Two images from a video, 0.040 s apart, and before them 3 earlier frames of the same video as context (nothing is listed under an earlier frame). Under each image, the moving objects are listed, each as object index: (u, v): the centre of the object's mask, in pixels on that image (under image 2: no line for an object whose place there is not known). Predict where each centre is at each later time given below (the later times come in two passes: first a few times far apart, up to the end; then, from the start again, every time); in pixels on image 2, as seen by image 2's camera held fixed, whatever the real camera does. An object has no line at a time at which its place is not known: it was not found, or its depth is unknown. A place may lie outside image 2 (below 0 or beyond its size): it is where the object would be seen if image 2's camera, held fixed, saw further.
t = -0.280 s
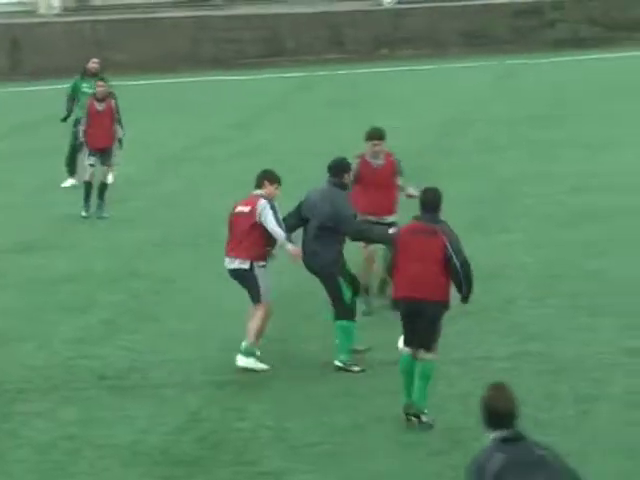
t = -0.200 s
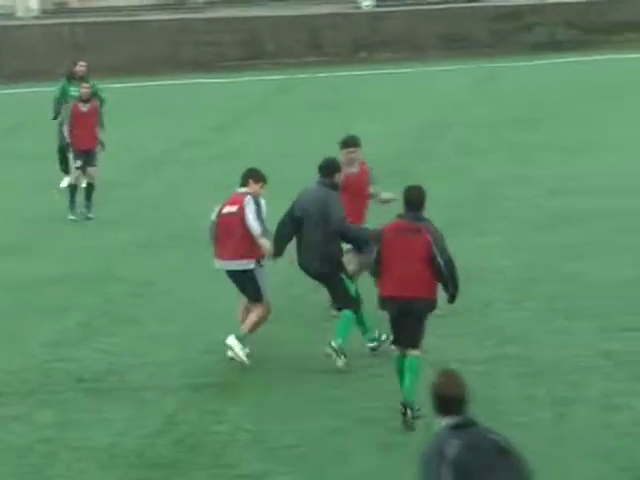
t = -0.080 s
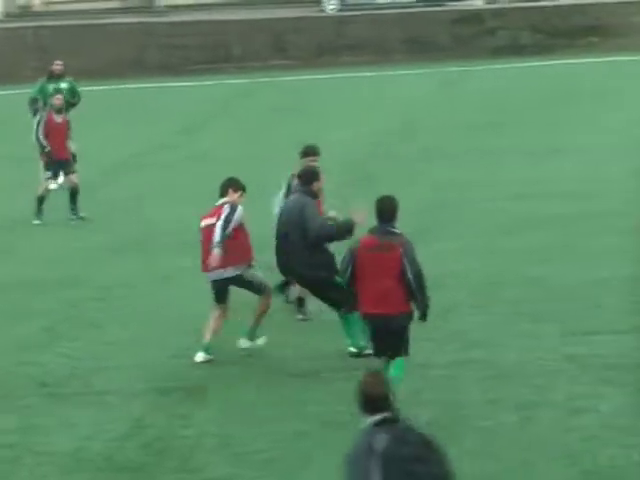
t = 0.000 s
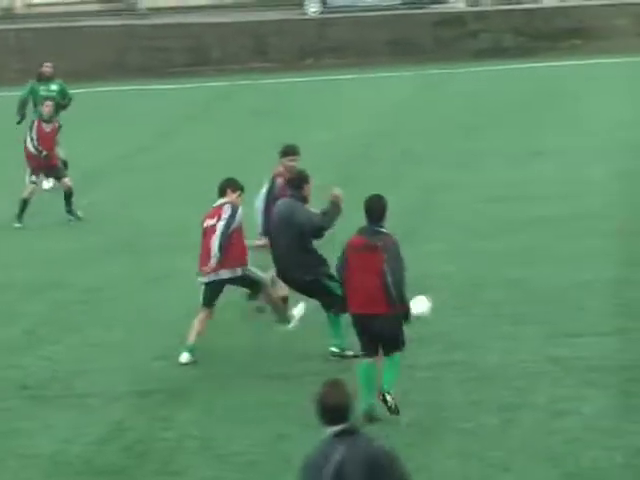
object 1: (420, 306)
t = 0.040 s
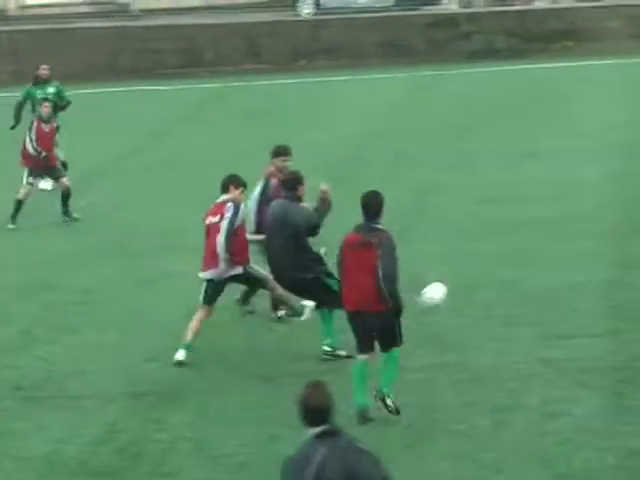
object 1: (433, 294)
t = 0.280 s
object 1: (551, 250)
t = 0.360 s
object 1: (583, 249)
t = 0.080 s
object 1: (456, 281)
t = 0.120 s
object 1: (477, 271)
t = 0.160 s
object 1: (496, 263)
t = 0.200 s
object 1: (516, 257)
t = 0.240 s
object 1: (535, 251)
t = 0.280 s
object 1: (551, 250)
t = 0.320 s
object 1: (568, 249)
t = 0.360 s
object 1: (583, 249)
